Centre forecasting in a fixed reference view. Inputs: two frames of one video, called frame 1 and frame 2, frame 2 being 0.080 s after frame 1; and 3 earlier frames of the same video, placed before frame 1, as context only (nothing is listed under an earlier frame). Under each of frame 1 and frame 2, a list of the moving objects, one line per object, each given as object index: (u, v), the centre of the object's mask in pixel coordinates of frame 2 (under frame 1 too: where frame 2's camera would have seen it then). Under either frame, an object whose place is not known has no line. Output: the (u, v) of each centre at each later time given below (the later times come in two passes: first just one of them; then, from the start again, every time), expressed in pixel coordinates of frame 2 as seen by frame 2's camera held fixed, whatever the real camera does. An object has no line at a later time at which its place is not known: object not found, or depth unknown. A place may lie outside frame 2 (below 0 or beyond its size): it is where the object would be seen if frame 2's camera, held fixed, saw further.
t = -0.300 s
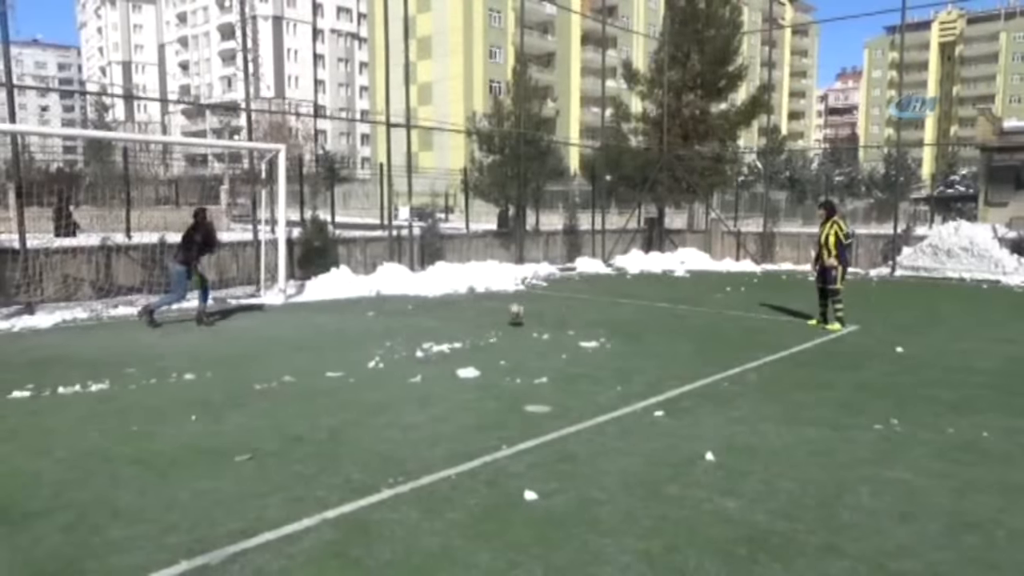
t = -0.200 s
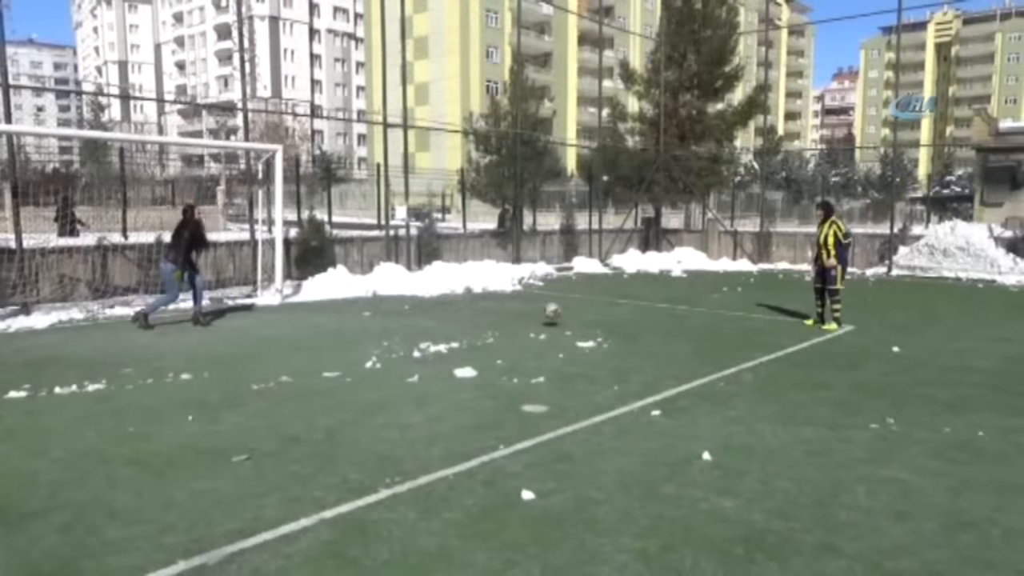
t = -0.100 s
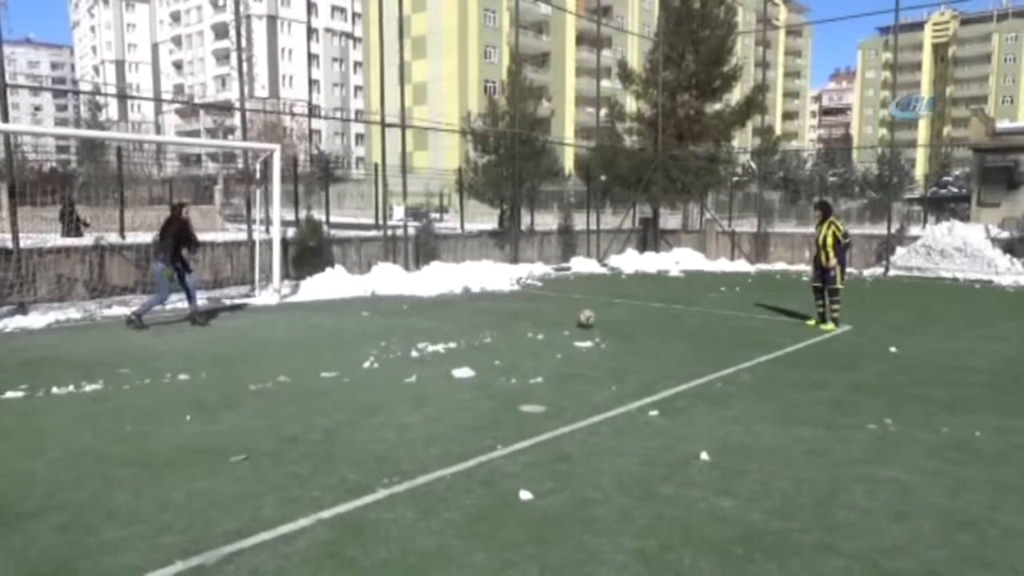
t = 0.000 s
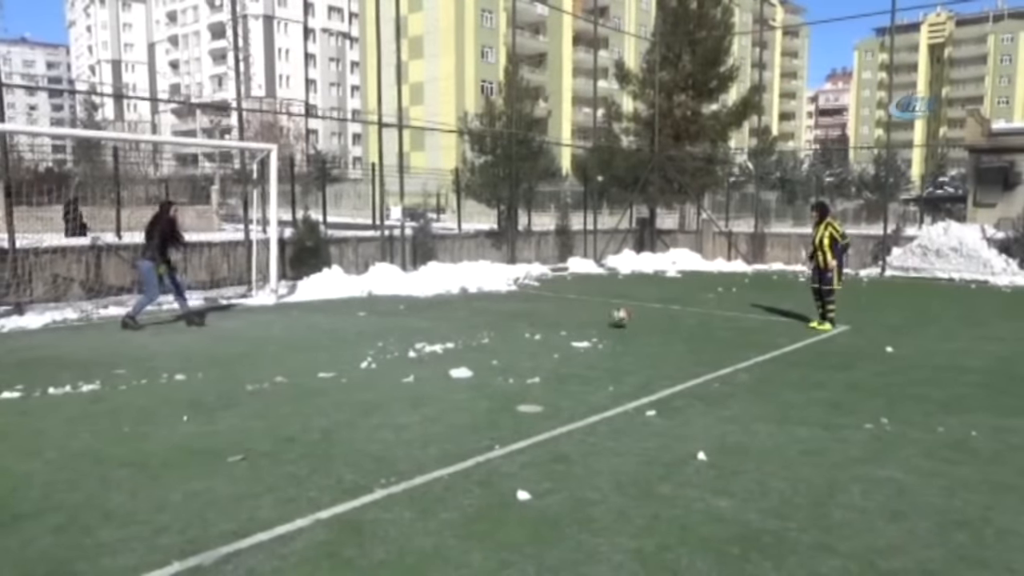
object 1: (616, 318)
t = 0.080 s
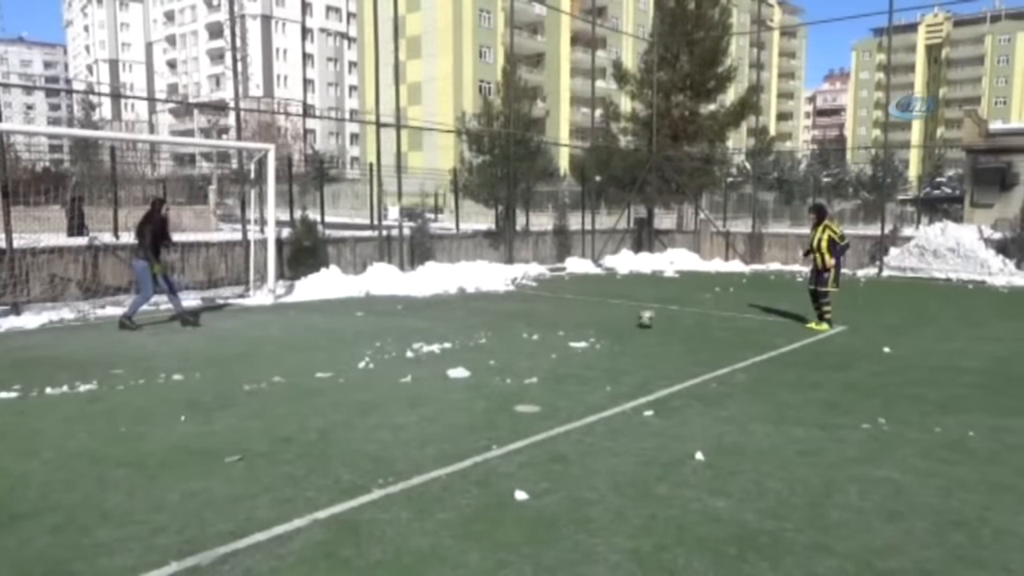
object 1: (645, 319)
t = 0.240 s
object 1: (703, 320)
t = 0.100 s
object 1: (653, 320)
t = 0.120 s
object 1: (661, 320)
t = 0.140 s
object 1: (667, 321)
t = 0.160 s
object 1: (674, 320)
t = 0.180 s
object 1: (681, 320)
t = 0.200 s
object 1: (689, 319)
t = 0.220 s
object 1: (695, 319)
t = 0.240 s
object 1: (703, 320)
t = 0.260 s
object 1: (708, 320)
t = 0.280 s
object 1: (716, 321)
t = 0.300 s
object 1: (722, 321)
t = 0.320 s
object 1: (730, 320)
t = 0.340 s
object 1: (736, 321)
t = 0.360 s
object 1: (742, 320)
